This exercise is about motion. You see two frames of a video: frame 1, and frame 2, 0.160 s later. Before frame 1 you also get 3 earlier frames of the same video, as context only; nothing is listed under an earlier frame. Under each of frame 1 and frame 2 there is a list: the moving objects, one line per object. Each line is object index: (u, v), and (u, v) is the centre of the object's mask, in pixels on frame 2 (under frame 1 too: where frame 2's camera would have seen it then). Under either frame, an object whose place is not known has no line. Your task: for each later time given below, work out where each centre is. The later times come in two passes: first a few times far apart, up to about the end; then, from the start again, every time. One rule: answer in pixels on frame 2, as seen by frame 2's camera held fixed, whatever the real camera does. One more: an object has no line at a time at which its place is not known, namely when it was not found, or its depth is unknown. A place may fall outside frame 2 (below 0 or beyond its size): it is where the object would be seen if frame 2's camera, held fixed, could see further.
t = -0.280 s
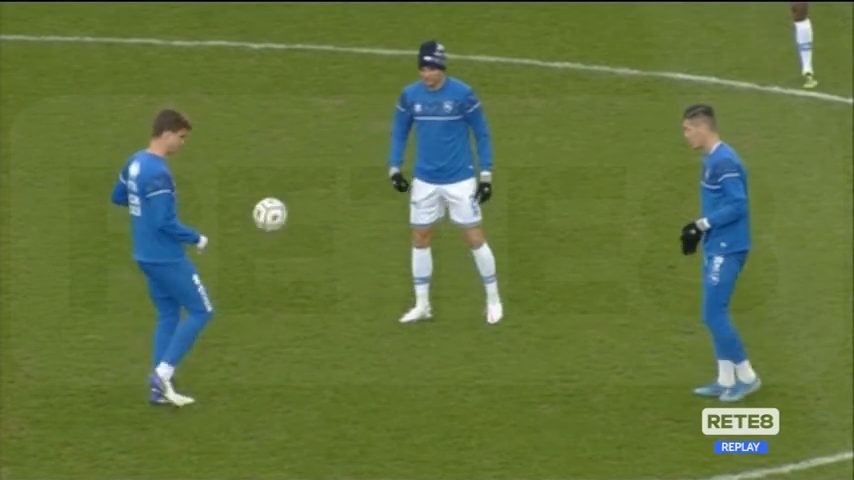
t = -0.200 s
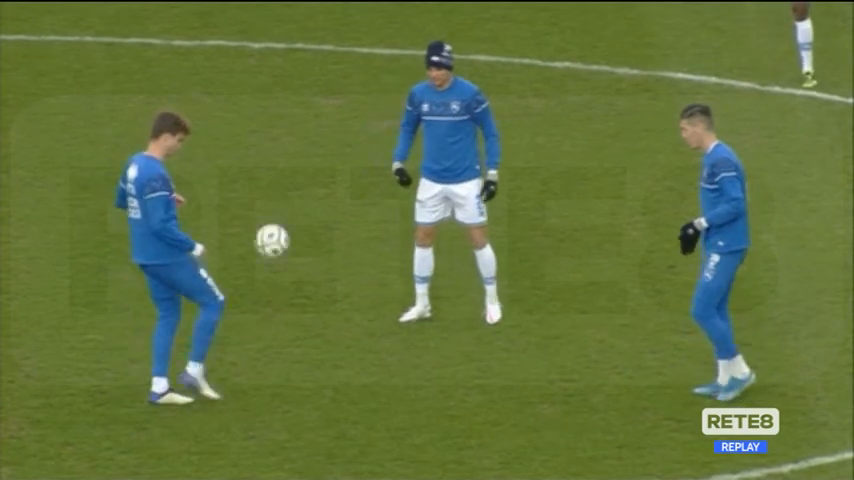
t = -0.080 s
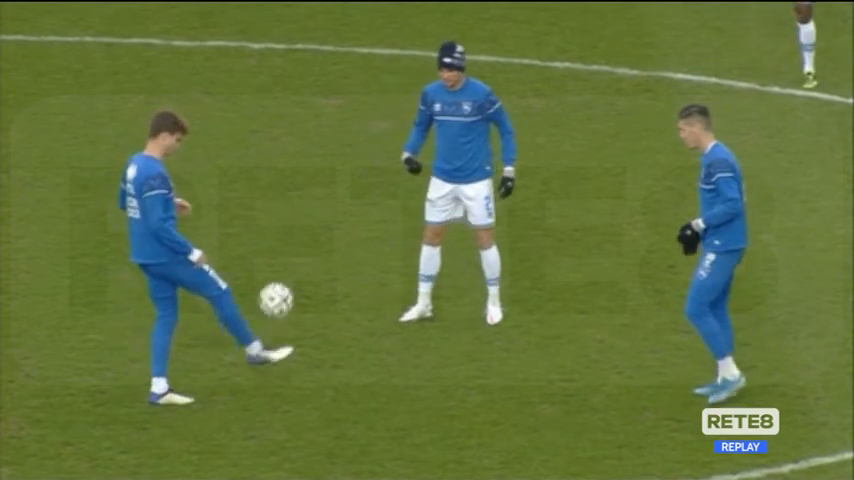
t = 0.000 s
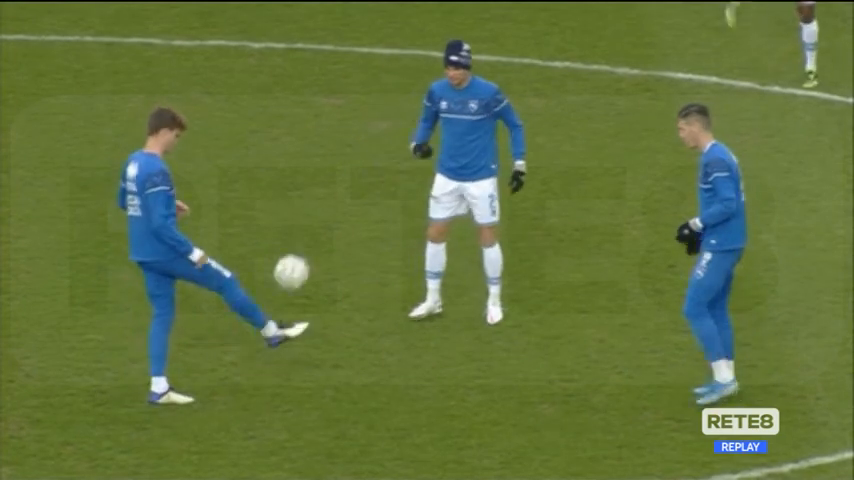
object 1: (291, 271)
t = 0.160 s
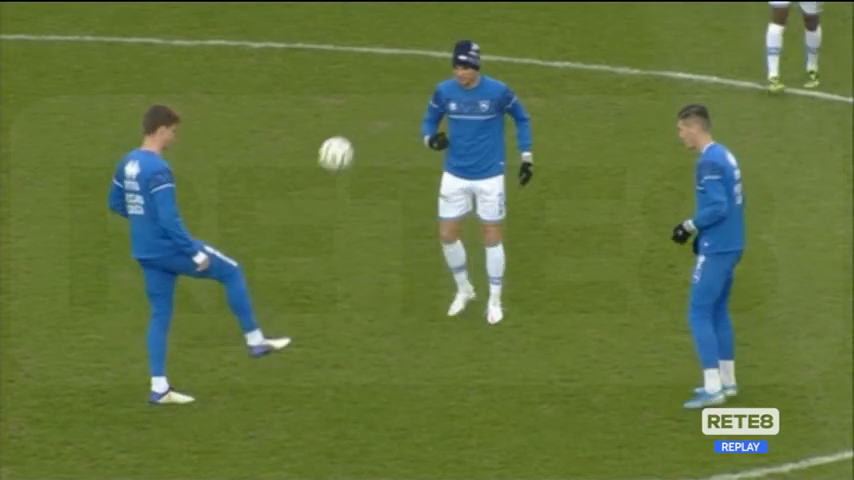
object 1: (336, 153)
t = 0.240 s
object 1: (357, 110)
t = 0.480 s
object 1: (420, 36)
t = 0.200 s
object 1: (346, 130)
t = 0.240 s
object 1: (357, 110)
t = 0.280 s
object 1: (368, 92)
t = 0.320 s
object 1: (378, 76)
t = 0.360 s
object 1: (388, 63)
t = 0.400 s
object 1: (399, 51)
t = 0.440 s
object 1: (409, 42)
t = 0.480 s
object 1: (420, 36)
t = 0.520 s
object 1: (429, 33)
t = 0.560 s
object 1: (439, 32)
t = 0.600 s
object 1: (449, 33)
